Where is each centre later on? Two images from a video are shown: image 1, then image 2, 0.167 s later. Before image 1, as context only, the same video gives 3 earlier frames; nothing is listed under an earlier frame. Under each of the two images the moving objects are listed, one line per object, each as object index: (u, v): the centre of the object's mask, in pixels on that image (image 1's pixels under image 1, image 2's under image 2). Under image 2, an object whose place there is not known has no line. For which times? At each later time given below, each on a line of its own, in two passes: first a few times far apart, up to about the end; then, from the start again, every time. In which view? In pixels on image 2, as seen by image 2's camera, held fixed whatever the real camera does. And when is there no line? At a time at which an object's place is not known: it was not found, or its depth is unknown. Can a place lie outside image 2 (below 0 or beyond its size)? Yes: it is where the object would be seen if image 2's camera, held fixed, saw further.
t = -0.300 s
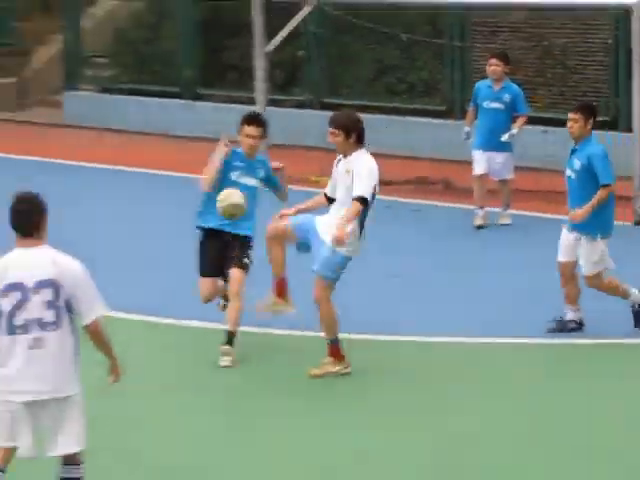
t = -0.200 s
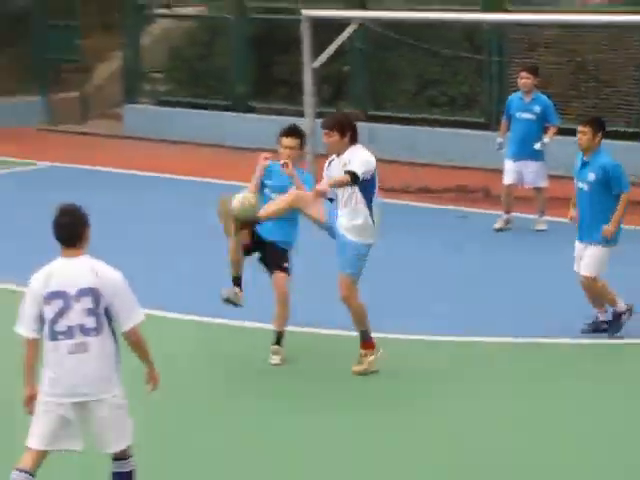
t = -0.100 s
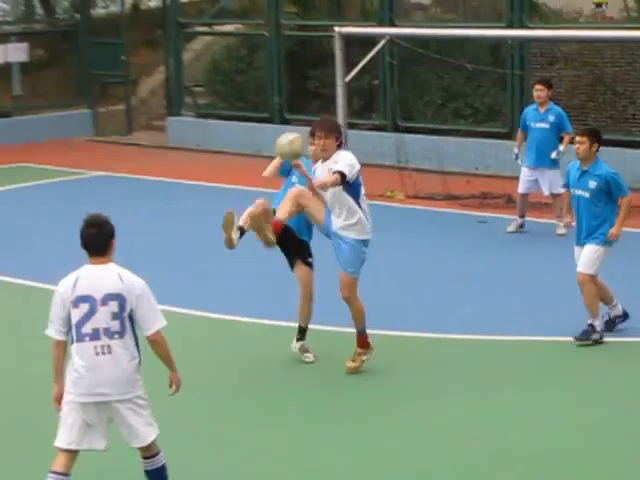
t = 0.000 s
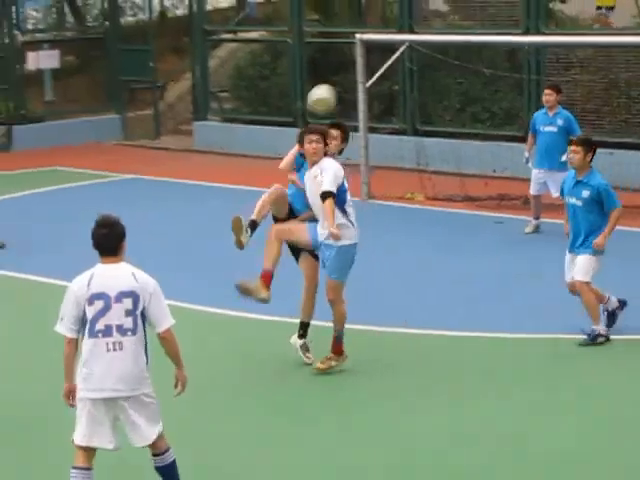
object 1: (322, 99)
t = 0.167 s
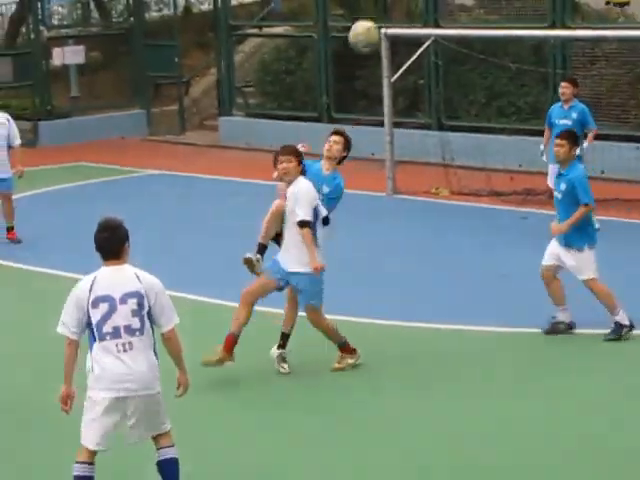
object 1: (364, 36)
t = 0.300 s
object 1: (379, 15)
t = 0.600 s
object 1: (421, 71)
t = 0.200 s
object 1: (367, 29)
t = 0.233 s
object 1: (371, 22)
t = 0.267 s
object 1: (375, 18)
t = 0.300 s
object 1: (379, 15)
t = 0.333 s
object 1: (384, 14)
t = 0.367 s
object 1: (388, 15)
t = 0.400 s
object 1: (392, 18)
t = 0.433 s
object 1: (397, 23)
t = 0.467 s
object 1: (401, 28)
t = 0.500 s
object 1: (406, 36)
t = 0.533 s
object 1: (411, 46)
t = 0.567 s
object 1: (416, 57)
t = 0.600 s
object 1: (421, 71)
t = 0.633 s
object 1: (426, 86)
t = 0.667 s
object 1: (431, 103)
